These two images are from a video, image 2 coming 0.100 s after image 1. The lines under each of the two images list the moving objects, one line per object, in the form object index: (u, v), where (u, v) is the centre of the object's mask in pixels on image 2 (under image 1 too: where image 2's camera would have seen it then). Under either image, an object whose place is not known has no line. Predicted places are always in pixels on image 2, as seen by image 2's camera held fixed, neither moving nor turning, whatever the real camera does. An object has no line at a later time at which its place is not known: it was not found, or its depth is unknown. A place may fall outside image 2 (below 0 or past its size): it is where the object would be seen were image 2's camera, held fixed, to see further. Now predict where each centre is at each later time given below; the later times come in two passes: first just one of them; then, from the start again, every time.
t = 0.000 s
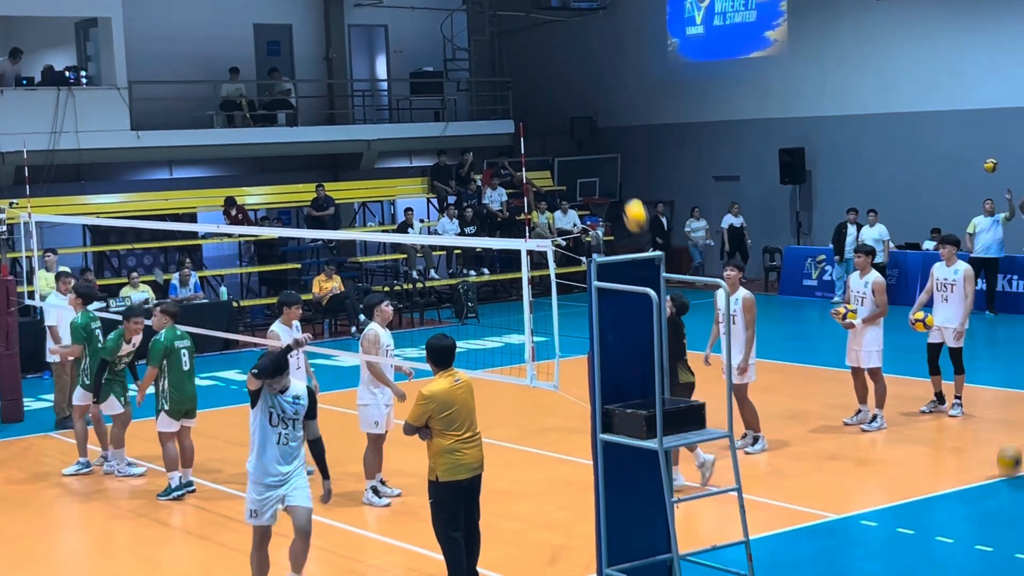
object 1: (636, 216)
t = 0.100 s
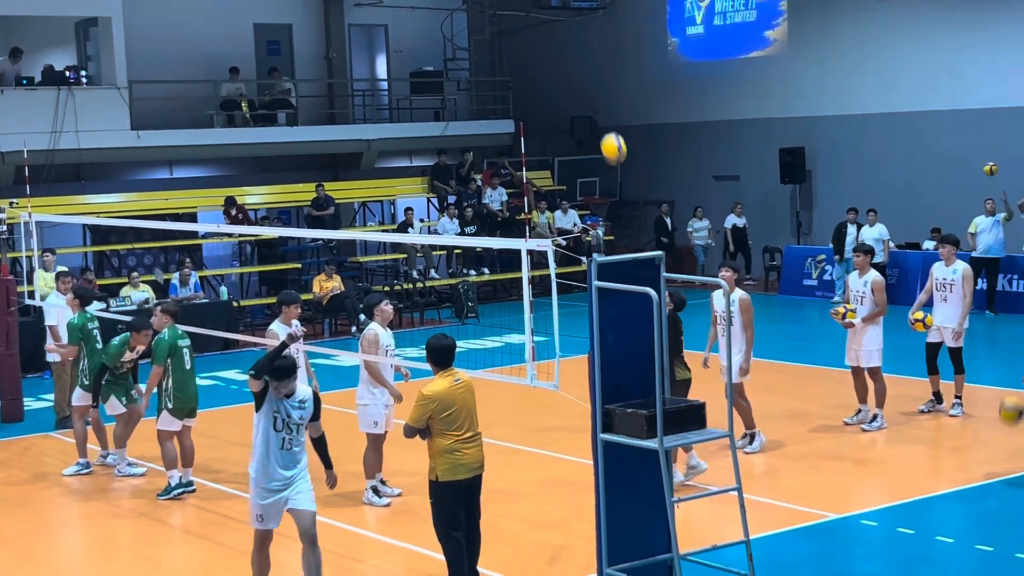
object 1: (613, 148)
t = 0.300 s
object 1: (569, 48)
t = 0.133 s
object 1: (606, 129)
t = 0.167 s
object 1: (599, 110)
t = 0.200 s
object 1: (591, 92)
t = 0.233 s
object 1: (584, 76)
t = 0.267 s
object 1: (577, 61)
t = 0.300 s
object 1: (569, 48)
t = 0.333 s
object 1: (562, 36)
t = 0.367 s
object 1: (555, 25)
